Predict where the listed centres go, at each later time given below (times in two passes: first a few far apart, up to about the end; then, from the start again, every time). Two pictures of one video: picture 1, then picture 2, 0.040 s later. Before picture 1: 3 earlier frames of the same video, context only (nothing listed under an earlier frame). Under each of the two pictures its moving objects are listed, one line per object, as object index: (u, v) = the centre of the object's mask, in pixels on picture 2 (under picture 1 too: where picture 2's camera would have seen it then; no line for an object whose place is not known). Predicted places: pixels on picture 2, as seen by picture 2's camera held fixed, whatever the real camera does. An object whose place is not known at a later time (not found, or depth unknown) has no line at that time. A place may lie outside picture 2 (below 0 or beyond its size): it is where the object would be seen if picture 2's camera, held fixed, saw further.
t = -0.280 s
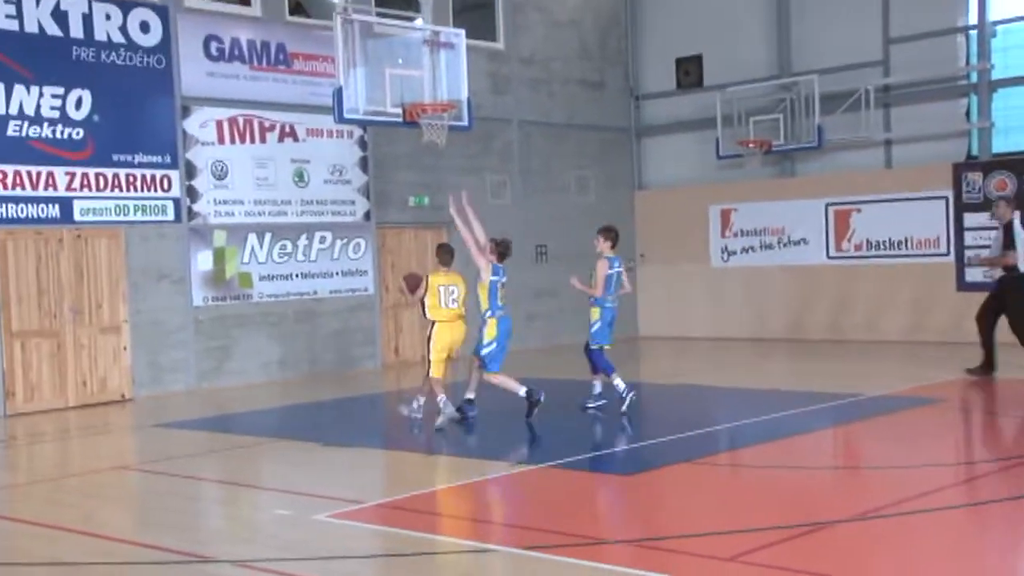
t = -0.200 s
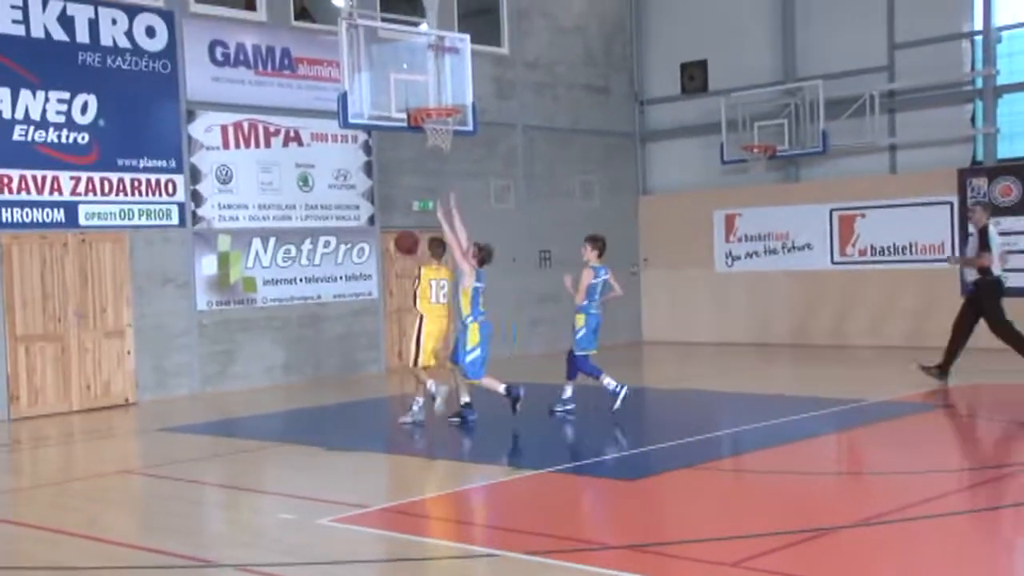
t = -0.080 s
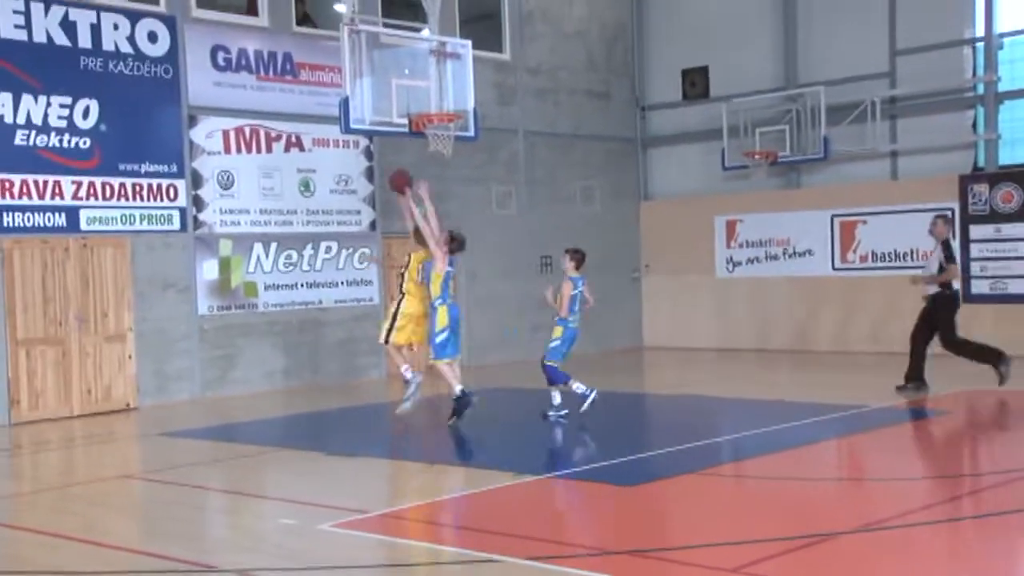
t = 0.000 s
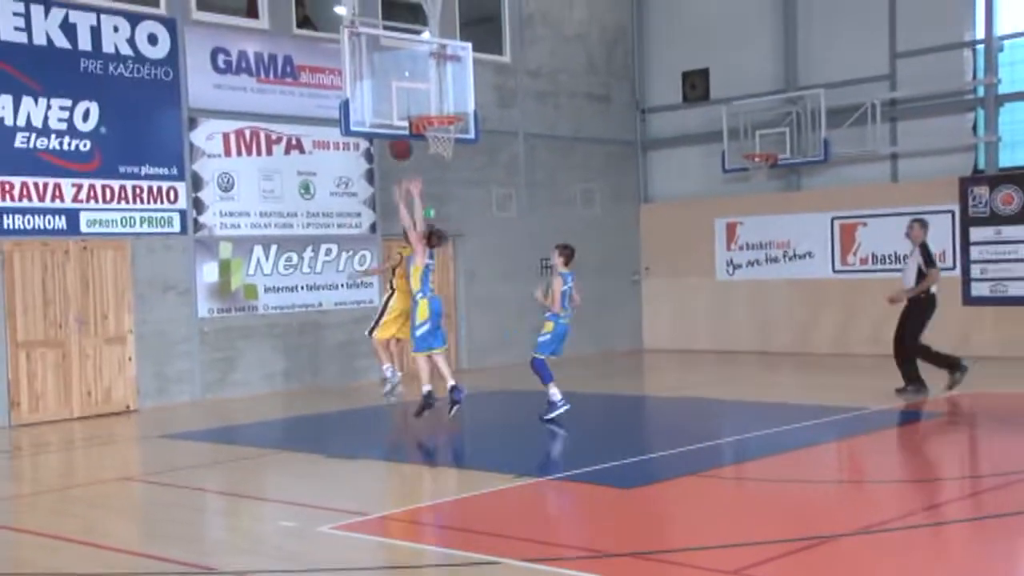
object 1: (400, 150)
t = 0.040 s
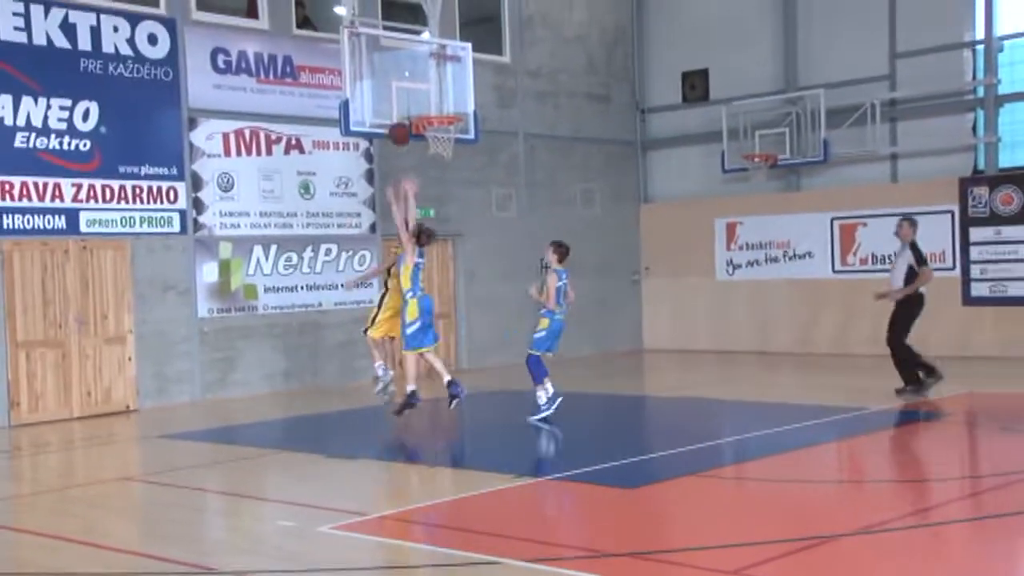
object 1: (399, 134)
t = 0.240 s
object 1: (404, 82)
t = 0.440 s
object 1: (423, 75)
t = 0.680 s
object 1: (445, 109)
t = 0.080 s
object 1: (400, 119)
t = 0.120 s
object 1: (400, 107)
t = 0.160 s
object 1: (400, 97)
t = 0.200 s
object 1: (400, 89)
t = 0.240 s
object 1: (404, 82)
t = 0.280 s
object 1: (408, 78)
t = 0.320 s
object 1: (411, 75)
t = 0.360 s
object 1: (415, 73)
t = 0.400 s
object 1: (419, 73)
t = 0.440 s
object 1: (423, 75)
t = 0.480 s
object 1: (427, 78)
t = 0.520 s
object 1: (432, 82)
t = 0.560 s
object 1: (436, 88)
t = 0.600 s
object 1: (440, 96)
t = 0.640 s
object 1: (444, 105)
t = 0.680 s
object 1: (445, 109)
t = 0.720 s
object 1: (441, 114)
